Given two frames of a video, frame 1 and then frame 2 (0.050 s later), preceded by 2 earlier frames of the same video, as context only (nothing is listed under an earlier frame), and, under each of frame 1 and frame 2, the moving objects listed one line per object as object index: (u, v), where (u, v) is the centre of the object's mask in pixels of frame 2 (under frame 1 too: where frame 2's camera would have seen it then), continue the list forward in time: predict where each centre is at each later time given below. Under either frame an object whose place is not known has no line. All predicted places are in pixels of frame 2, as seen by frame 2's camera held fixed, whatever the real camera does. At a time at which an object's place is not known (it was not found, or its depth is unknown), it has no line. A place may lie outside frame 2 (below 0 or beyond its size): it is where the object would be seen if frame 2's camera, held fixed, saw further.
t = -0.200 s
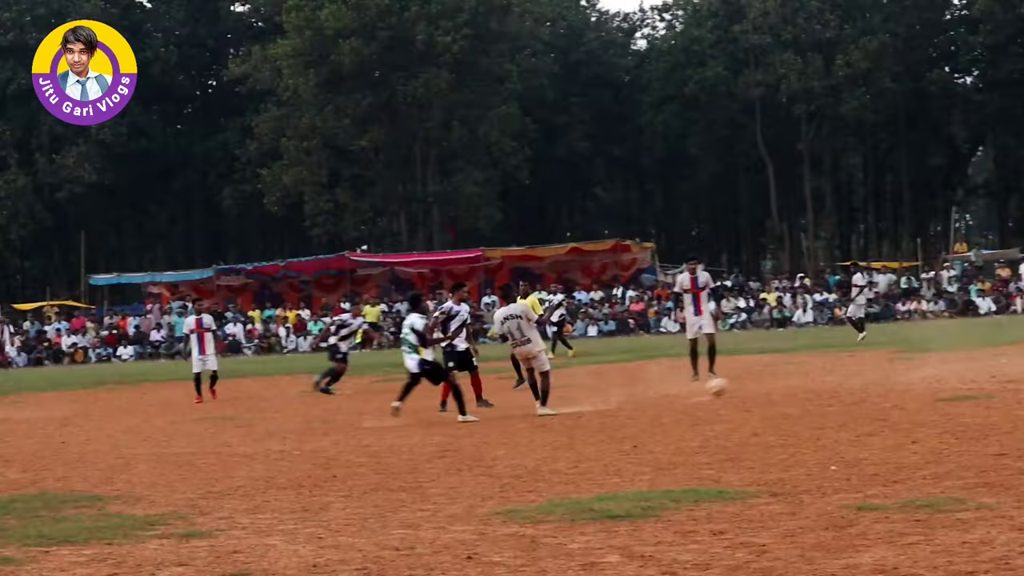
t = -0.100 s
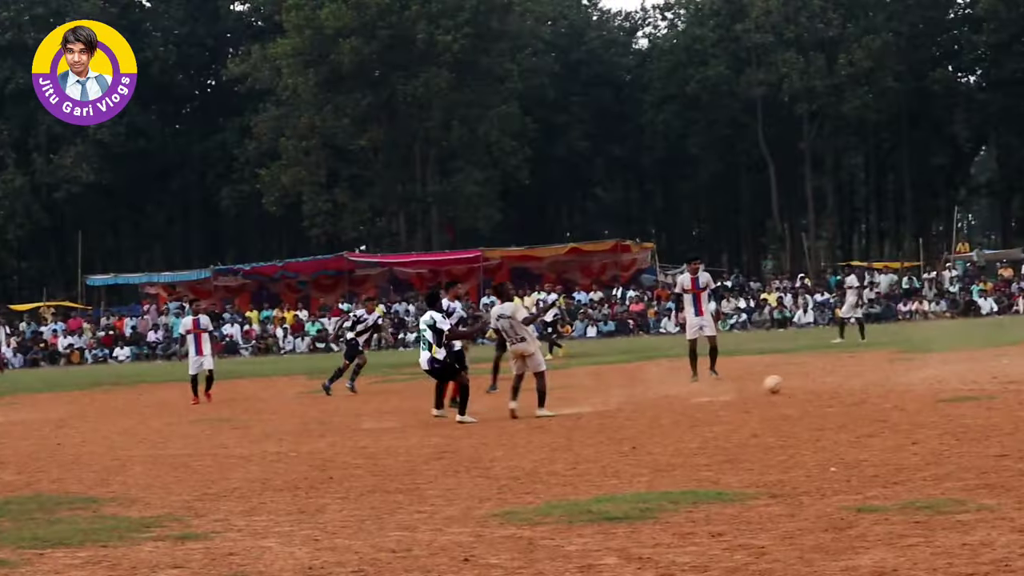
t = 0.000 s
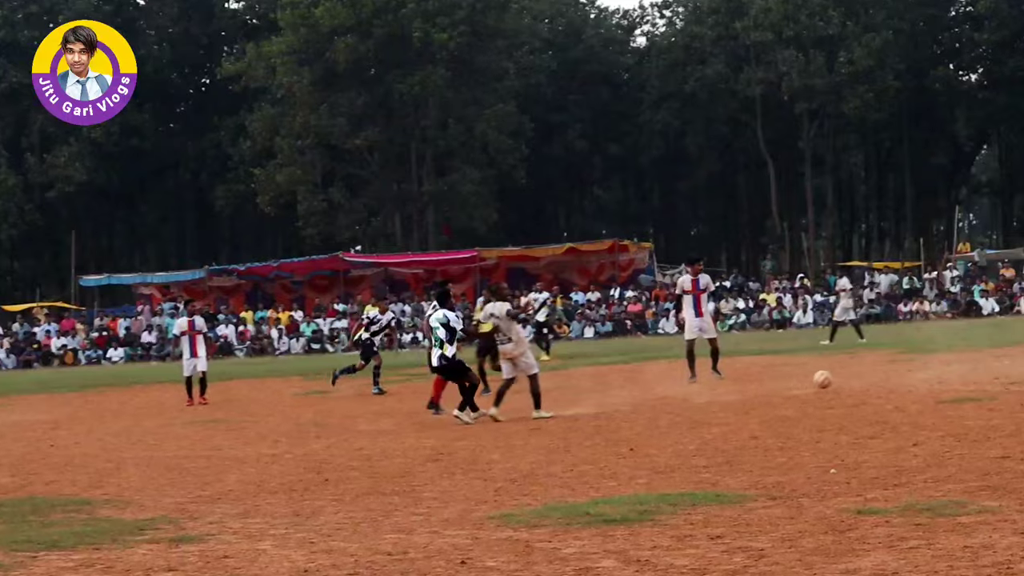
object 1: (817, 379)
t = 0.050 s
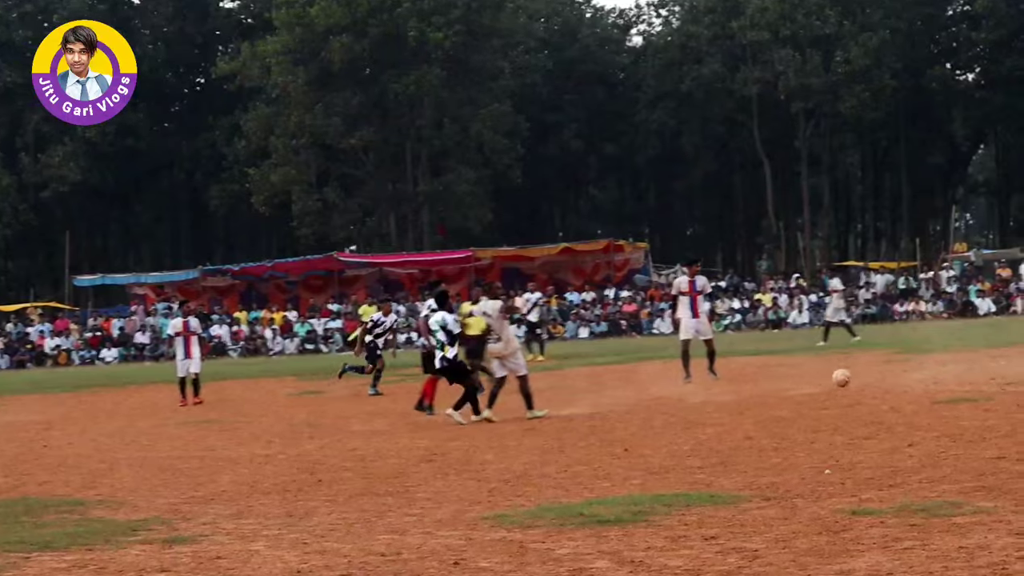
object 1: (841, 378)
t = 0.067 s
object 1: (848, 378)
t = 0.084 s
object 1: (855, 378)
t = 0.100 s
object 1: (864, 378)
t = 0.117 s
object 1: (870, 377)
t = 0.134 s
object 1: (877, 377)
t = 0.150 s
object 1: (884, 376)
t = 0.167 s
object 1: (891, 375)
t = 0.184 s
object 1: (897, 374)
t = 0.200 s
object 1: (905, 374)
